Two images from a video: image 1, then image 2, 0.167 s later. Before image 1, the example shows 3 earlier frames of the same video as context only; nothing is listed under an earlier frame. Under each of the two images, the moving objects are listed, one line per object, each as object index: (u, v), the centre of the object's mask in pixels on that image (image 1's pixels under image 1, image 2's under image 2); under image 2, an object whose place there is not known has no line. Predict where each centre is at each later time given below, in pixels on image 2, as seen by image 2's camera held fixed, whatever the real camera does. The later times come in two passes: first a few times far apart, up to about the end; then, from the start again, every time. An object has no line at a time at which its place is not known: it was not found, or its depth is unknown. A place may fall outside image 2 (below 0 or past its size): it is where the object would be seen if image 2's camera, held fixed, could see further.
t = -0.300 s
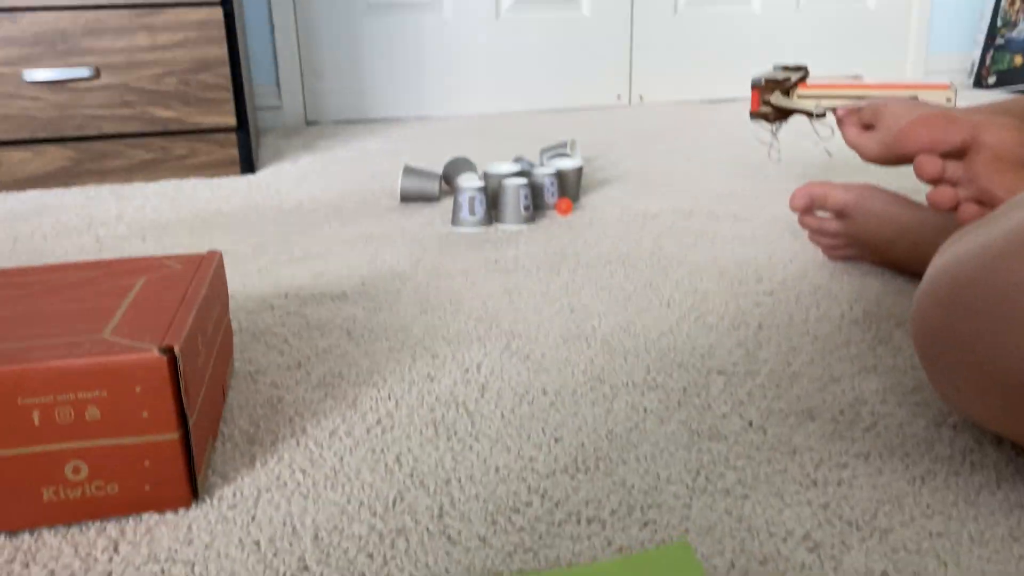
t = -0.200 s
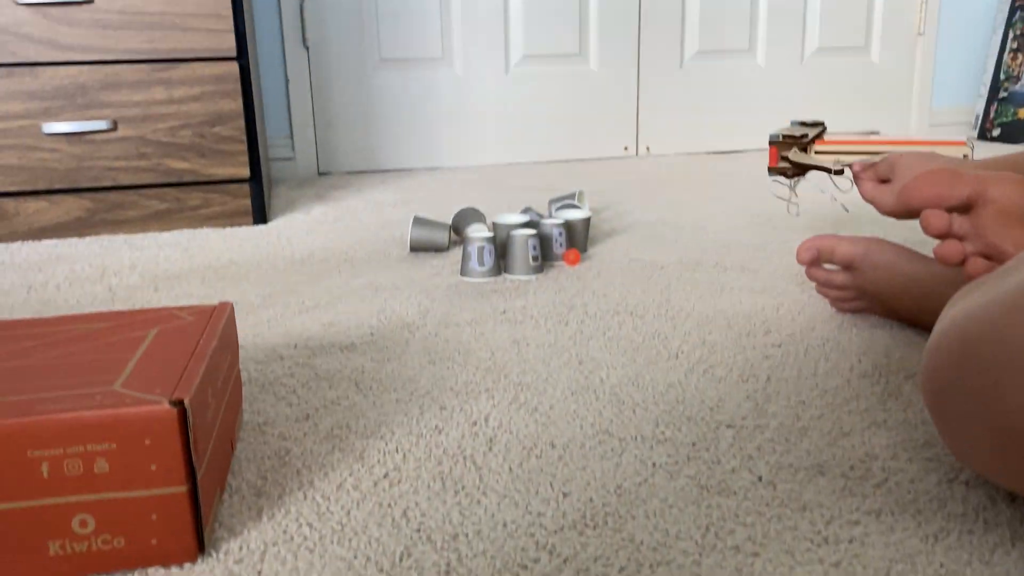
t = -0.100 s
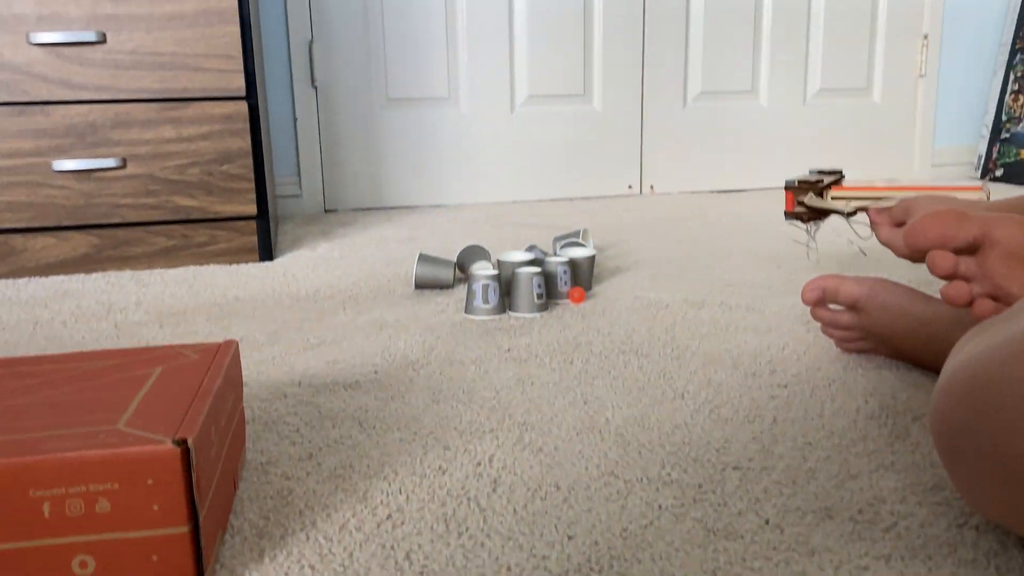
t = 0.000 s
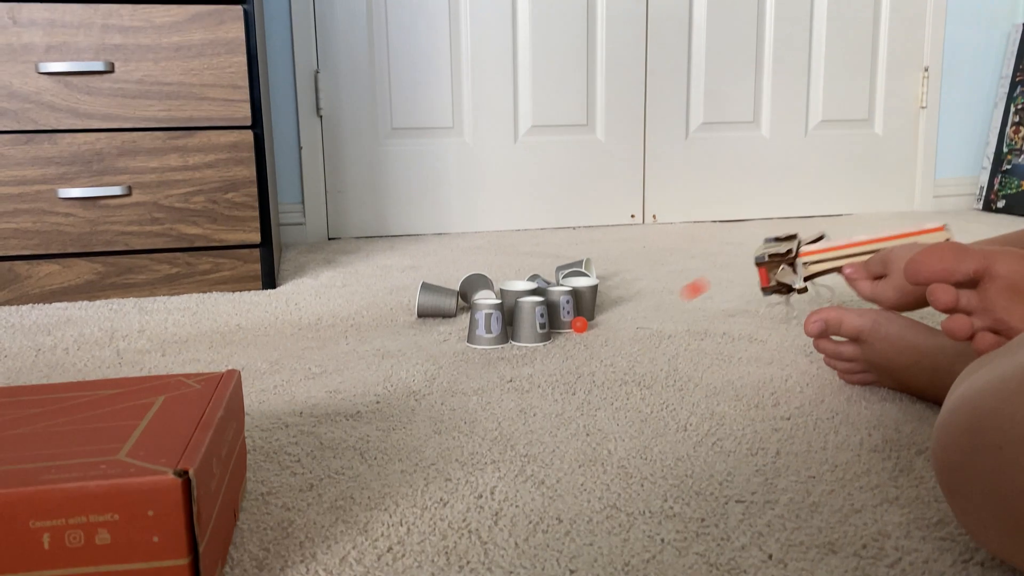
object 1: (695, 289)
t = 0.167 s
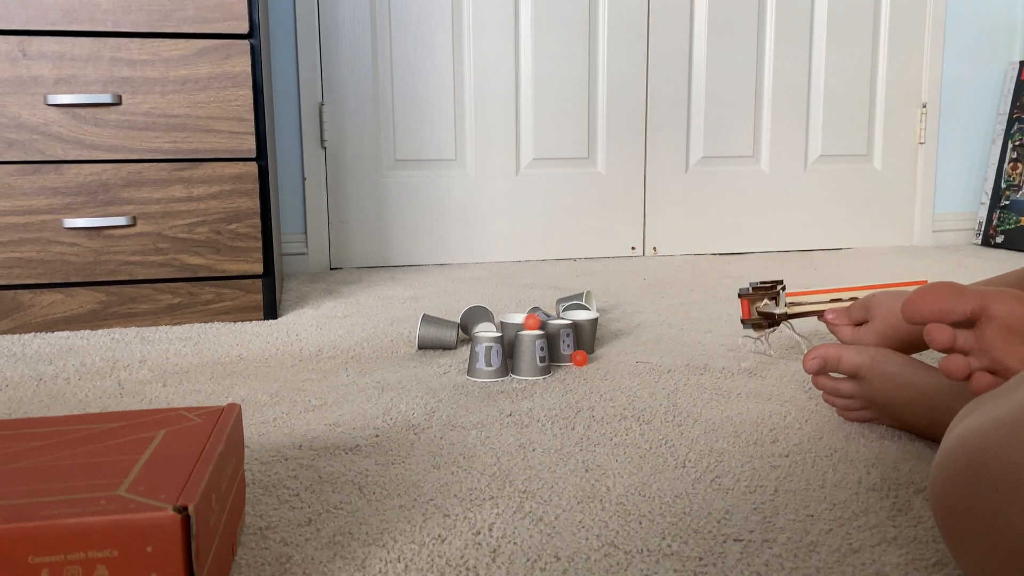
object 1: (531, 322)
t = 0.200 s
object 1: (511, 330)
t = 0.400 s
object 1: (376, 376)
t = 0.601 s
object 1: (255, 374)
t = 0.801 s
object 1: (164, 373)
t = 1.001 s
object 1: (102, 374)
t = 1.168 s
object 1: (66, 375)
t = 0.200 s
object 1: (511, 330)
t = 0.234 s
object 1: (491, 347)
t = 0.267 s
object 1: (472, 375)
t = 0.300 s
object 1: (447, 367)
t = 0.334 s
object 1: (424, 361)
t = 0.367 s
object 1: (400, 364)
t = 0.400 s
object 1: (376, 376)
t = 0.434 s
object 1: (354, 371)
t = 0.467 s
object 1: (332, 373)
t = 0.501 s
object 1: (312, 373)
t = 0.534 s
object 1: (292, 374)
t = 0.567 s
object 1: (274, 372)
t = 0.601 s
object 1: (255, 374)
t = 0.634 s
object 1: (238, 373)
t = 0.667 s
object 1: (222, 373)
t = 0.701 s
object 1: (206, 373)
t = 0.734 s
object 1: (190, 372)
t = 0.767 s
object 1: (177, 372)
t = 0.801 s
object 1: (164, 373)
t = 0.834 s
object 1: (152, 373)
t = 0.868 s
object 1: (141, 374)
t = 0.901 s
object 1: (130, 373)
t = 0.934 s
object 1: (119, 375)
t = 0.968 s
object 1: (110, 372)
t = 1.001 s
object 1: (102, 374)
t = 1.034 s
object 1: (94, 374)
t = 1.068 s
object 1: (87, 374)
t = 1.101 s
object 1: (80, 374)
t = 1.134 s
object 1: (73, 375)
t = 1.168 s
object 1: (66, 375)
